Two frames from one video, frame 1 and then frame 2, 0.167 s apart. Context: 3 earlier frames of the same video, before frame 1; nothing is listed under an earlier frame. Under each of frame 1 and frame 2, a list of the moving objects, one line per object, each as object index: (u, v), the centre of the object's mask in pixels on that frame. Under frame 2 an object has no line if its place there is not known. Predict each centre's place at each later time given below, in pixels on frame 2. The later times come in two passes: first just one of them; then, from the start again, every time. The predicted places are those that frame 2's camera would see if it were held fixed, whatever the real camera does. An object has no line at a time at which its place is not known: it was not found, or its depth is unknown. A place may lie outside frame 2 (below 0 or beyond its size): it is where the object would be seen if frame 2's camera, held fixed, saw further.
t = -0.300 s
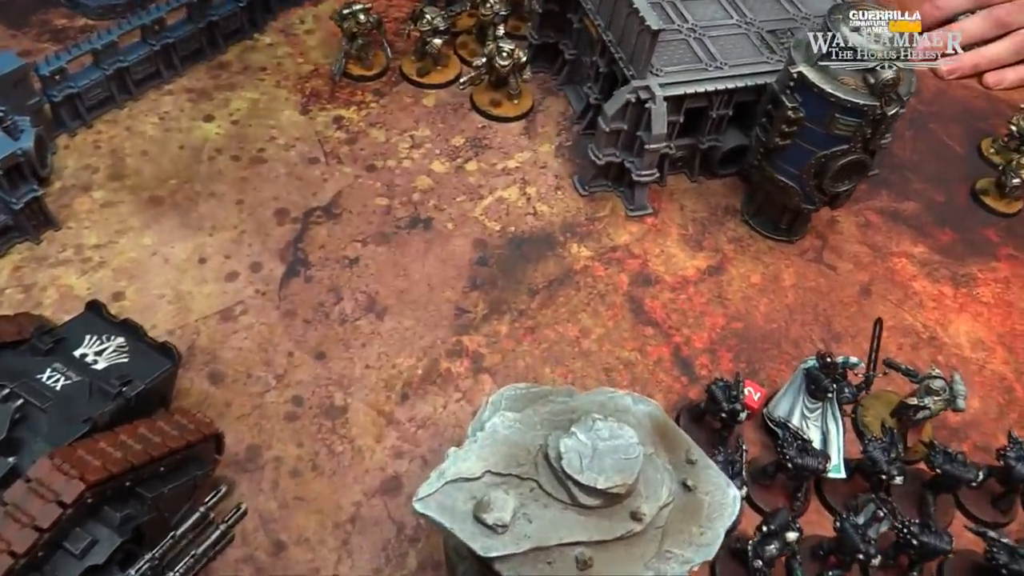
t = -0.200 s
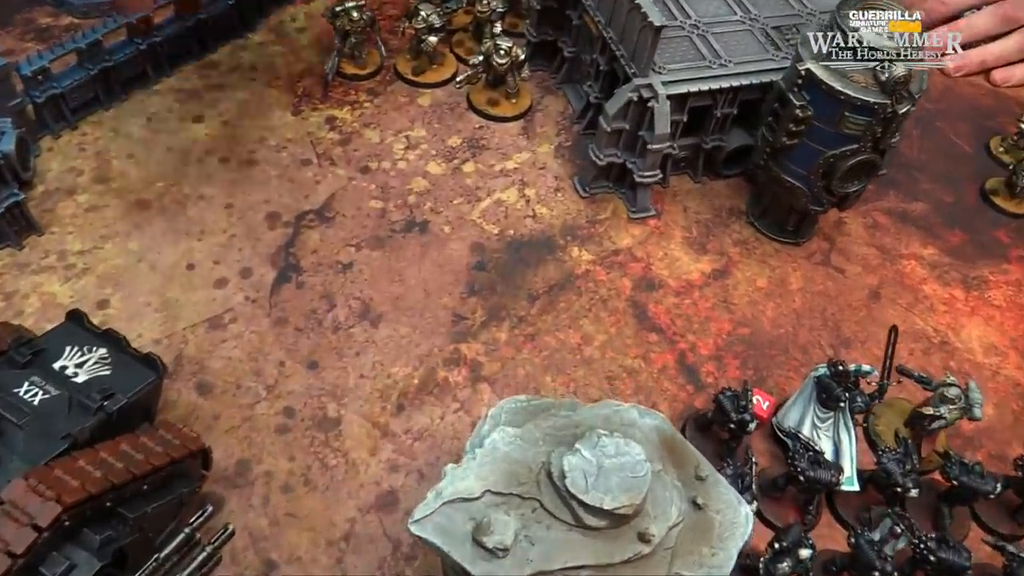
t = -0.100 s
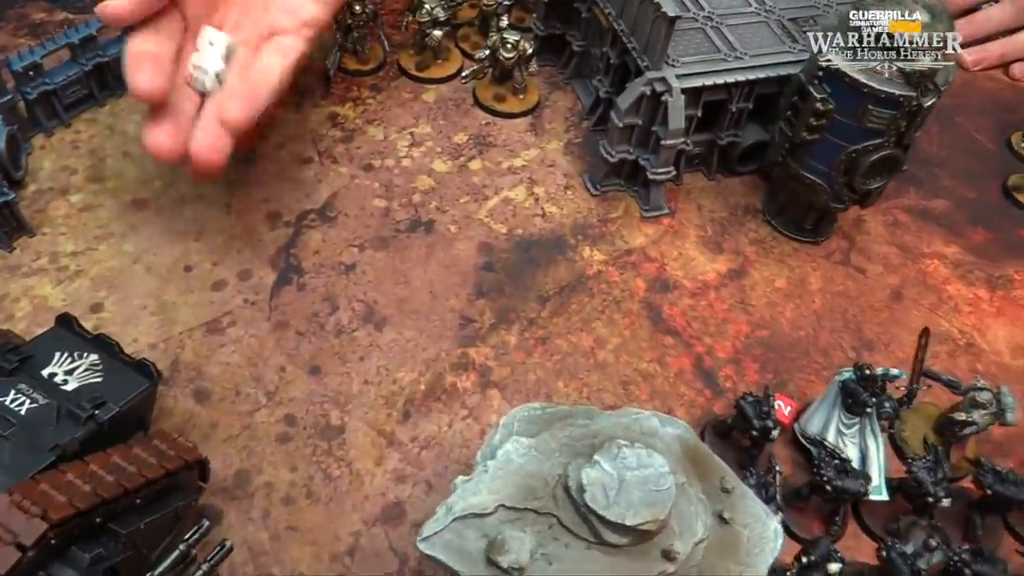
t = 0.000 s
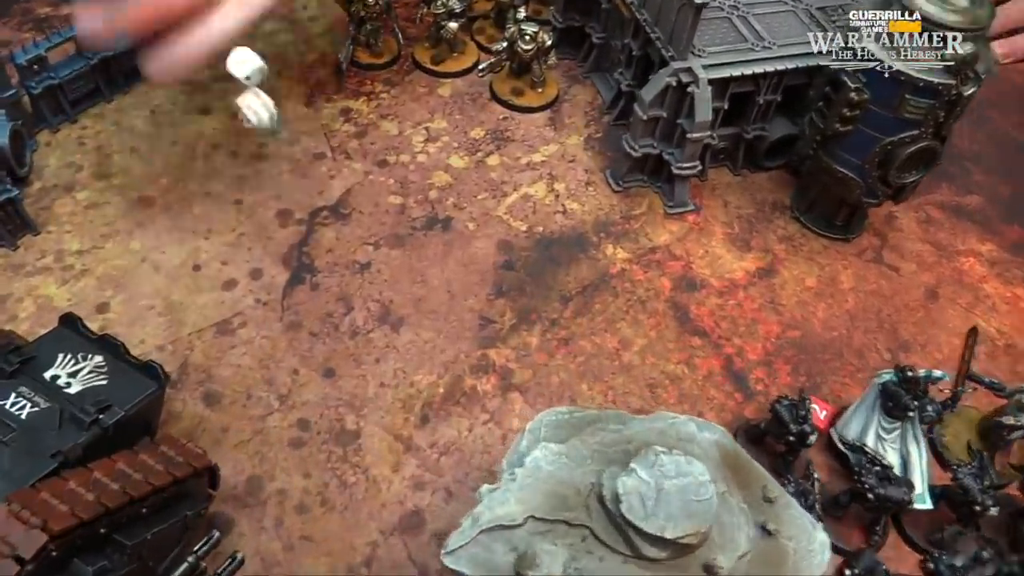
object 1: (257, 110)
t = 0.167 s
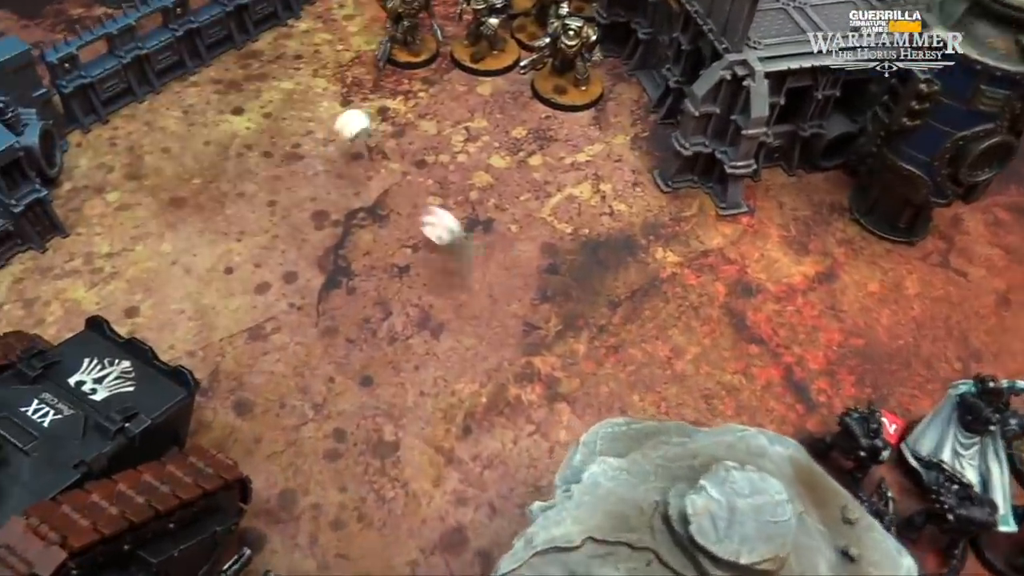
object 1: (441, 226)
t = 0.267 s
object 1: (558, 278)
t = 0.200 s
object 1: (478, 265)
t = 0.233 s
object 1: (521, 264)
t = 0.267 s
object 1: (558, 278)
